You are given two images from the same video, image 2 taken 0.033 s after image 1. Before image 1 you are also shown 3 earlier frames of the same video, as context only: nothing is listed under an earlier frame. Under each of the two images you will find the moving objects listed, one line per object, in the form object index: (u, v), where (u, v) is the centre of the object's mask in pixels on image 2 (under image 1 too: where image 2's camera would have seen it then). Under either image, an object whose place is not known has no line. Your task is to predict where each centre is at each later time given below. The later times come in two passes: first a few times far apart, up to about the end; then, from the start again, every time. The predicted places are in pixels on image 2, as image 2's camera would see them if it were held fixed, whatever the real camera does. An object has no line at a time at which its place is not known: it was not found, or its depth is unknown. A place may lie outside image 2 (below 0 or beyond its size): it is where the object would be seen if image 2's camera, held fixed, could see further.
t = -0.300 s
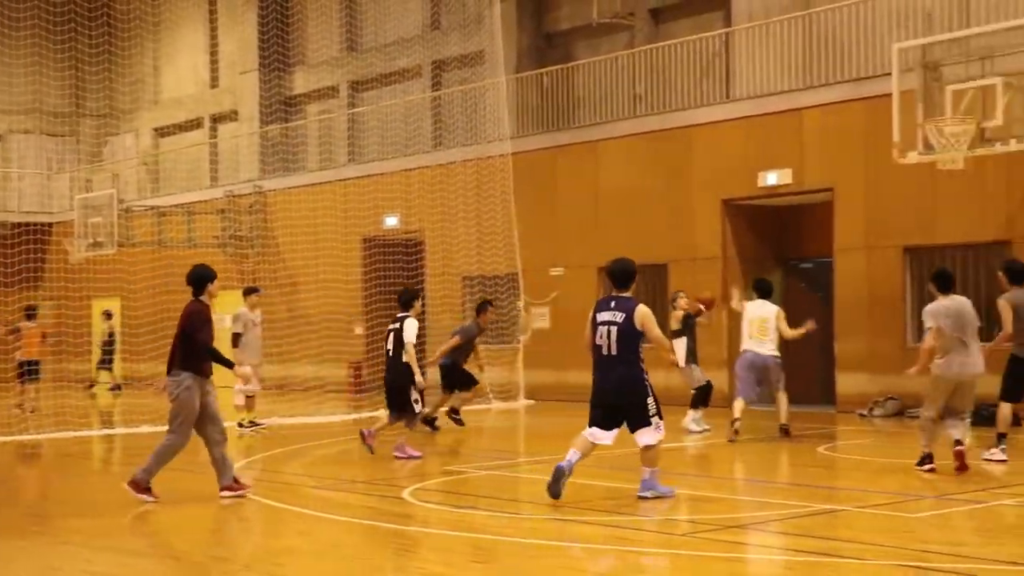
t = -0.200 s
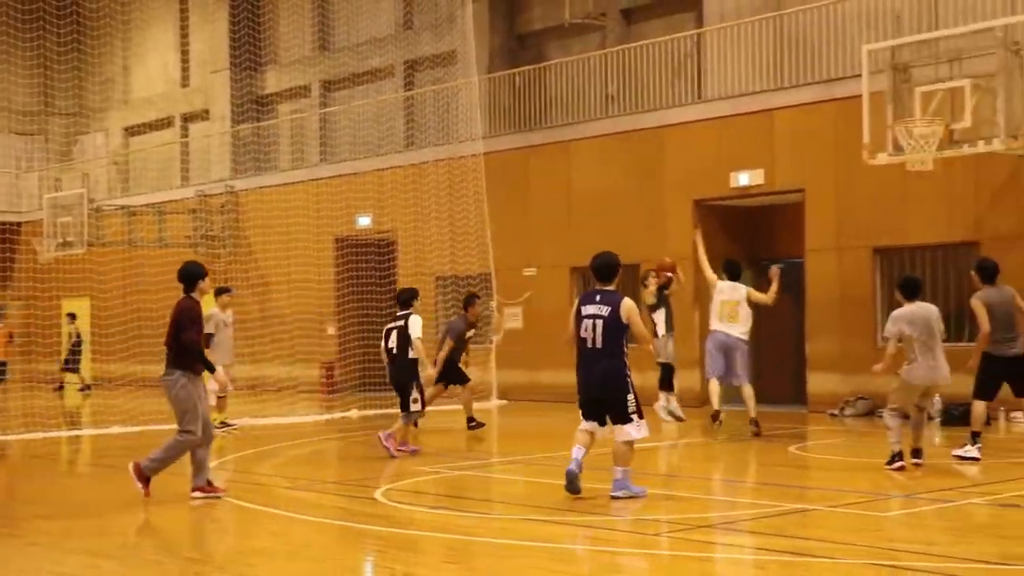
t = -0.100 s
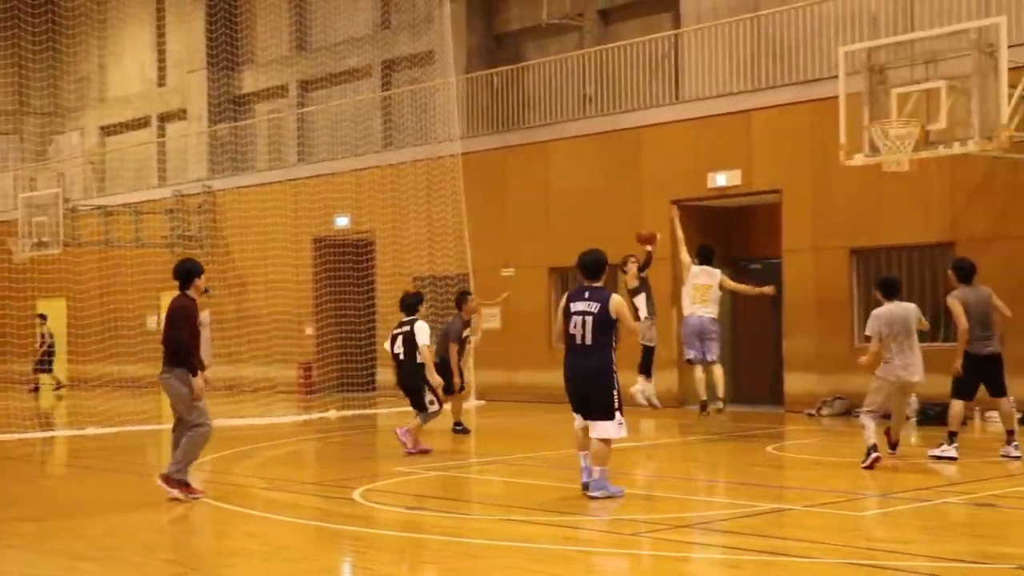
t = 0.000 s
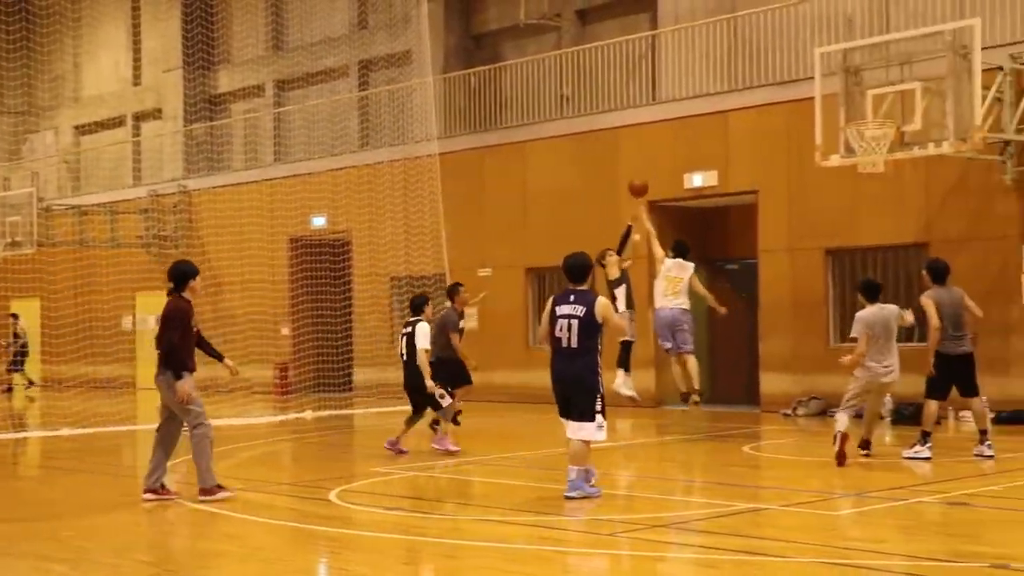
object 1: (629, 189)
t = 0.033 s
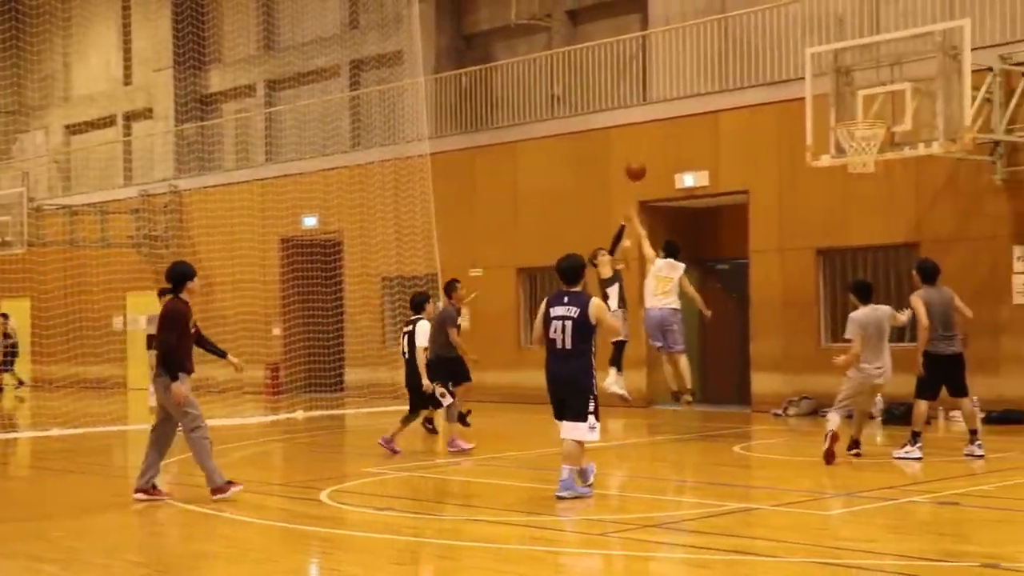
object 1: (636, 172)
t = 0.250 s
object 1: (676, 85)
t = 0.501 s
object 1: (728, 36)
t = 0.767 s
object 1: (790, 42)
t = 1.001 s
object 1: (851, 109)
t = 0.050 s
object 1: (638, 164)
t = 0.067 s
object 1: (642, 156)
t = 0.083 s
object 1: (644, 149)
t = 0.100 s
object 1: (647, 142)
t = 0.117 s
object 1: (650, 135)
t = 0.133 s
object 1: (653, 127)
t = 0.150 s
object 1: (657, 120)
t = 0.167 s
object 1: (660, 114)
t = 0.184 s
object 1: (663, 109)
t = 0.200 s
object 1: (666, 103)
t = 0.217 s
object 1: (669, 97)
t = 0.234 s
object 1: (672, 91)
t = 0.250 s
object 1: (676, 85)
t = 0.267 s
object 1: (679, 82)
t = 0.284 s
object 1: (683, 76)
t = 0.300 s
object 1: (686, 72)
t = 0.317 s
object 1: (689, 67)
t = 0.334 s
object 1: (693, 63)
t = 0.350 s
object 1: (696, 59)
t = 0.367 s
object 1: (699, 57)
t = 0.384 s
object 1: (703, 53)
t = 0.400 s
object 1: (707, 49)
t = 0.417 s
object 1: (710, 46)
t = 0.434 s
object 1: (714, 44)
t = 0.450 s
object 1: (718, 41)
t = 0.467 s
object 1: (721, 39)
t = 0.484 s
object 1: (724, 37)
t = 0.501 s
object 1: (728, 36)
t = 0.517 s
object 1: (732, 34)
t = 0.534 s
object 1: (736, 32)
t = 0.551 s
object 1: (739, 31)
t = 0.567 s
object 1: (743, 31)
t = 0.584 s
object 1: (747, 31)
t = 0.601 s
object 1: (750, 30)
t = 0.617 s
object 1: (755, 30)
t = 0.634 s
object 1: (758, 30)
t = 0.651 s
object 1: (762, 31)
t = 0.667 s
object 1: (766, 32)
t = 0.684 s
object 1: (770, 33)
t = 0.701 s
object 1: (774, 34)
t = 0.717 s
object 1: (778, 35)
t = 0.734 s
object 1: (782, 38)
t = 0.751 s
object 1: (786, 40)
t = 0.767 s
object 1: (790, 42)
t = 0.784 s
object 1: (795, 45)
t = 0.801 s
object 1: (798, 48)
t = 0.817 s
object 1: (803, 52)
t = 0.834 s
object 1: (808, 56)
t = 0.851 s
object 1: (811, 60)
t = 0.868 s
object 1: (816, 65)
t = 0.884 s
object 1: (821, 69)
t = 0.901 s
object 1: (824, 75)
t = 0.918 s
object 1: (829, 79)
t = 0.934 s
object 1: (834, 84)
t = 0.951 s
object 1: (838, 88)
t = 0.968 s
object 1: (842, 95)
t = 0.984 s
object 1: (847, 102)
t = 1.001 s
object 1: (851, 109)
